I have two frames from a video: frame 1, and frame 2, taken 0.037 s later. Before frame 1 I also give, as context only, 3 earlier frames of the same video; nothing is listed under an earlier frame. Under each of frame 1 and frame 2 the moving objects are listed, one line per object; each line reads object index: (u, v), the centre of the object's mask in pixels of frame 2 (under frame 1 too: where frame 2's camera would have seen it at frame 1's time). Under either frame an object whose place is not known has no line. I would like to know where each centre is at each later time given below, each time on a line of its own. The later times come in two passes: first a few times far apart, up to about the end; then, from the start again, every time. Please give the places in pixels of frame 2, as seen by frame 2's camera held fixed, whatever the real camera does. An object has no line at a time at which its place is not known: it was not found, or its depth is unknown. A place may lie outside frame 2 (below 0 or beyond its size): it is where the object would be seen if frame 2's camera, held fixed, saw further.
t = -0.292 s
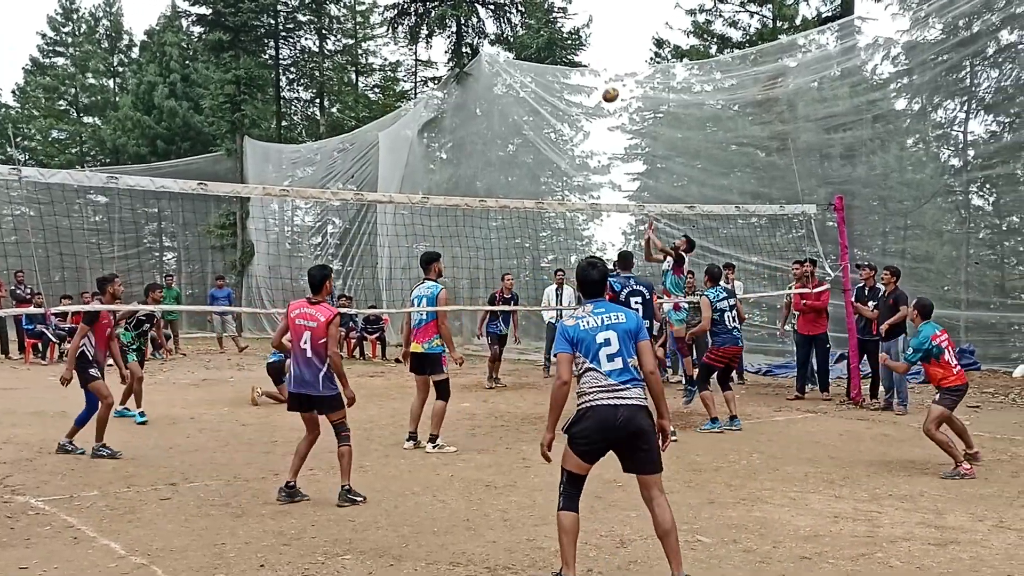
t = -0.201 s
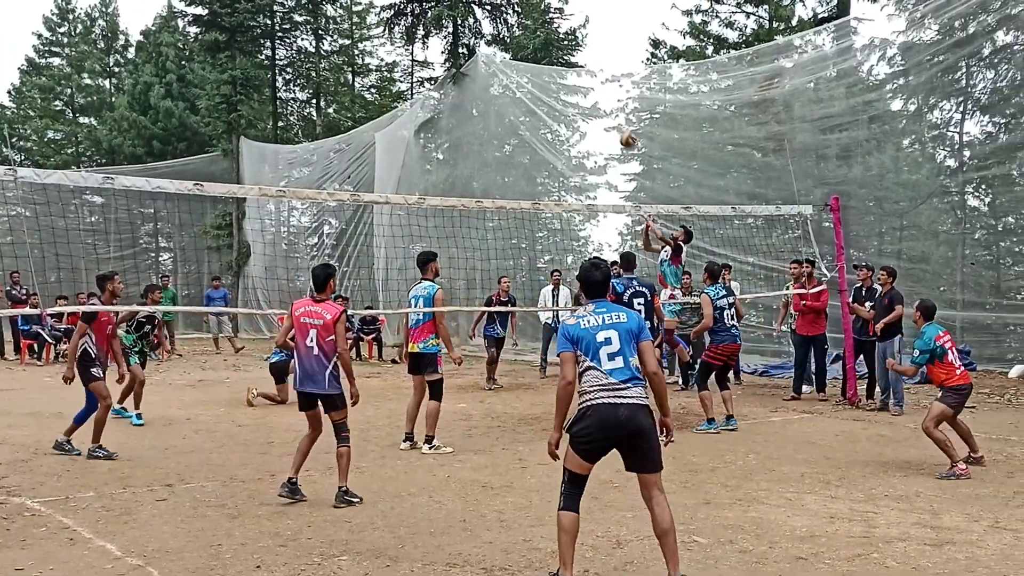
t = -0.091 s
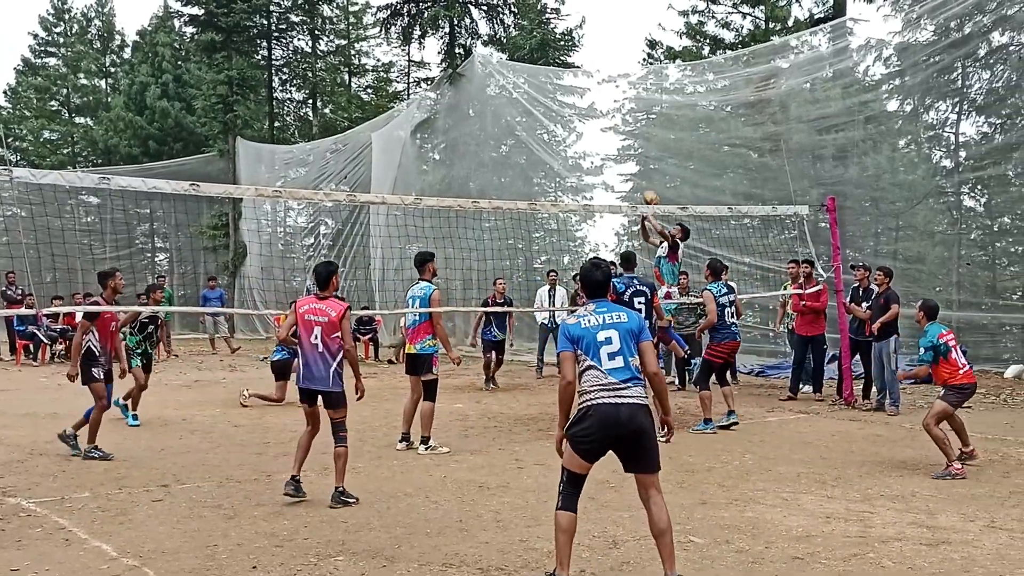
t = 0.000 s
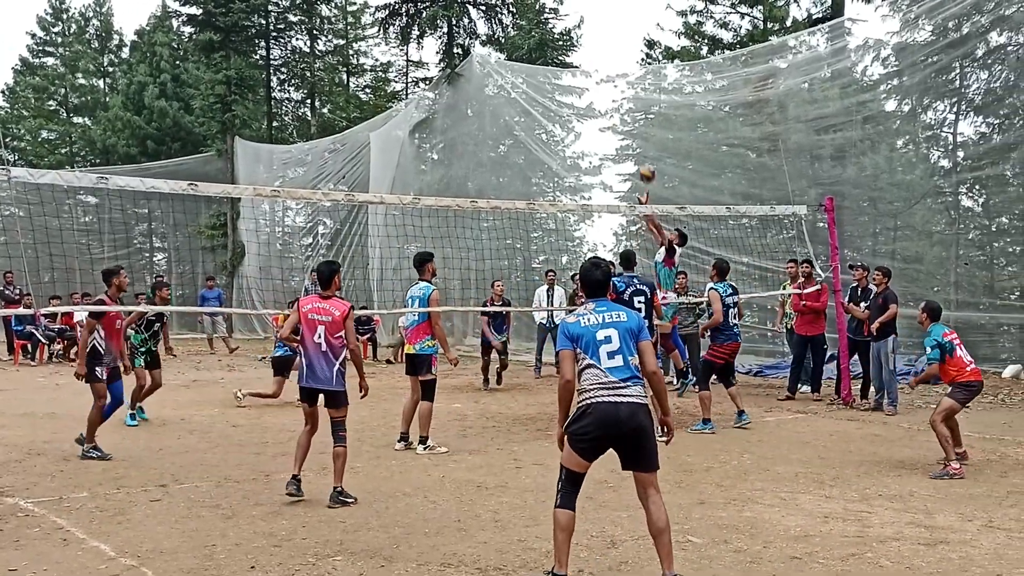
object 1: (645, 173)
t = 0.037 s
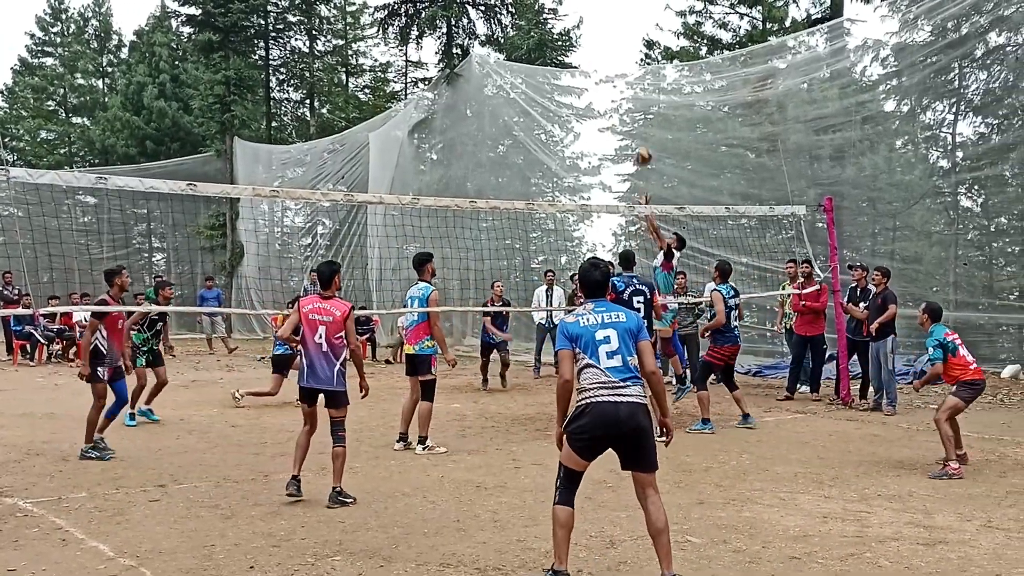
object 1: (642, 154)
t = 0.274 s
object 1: (622, 68)
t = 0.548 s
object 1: (602, 23)
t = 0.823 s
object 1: (579, 46)
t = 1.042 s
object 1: (564, 111)
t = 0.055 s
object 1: (640, 146)
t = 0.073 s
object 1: (639, 137)
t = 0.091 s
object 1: (639, 129)
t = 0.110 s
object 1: (637, 122)
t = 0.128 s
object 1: (635, 114)
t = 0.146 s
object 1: (633, 109)
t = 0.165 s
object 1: (633, 102)
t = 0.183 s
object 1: (631, 97)
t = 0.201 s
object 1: (630, 90)
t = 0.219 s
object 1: (628, 84)
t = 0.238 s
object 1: (626, 79)
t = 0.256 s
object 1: (624, 72)
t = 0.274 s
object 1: (622, 68)
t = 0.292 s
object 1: (621, 62)
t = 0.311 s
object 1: (620, 57)
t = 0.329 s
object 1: (618, 53)
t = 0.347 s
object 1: (617, 49)
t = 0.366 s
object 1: (616, 45)
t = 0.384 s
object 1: (614, 41)
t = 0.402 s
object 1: (613, 38)
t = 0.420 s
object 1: (611, 35)
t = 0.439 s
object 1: (610, 32)
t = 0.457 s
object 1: (608, 30)
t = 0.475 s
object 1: (607, 28)
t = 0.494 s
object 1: (605, 26)
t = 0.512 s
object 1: (603, 26)
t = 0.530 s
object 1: (602, 24)
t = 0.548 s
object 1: (602, 23)
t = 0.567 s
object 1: (600, 22)
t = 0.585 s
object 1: (598, 21)
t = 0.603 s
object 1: (596, 23)
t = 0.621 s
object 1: (595, 23)
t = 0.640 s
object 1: (594, 24)
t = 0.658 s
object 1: (592, 24)
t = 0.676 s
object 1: (591, 26)
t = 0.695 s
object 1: (590, 27)
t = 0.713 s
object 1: (588, 29)
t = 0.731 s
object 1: (587, 31)
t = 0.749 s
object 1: (586, 33)
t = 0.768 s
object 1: (585, 38)
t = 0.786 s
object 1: (583, 40)
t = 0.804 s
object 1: (581, 44)
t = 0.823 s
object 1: (579, 46)
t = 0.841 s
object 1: (578, 51)
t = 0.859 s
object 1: (576, 55)
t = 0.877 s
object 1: (575, 60)
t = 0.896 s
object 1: (573, 64)
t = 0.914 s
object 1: (572, 69)
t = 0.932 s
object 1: (572, 73)
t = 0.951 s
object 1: (570, 81)
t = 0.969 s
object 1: (569, 87)
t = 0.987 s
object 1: (568, 93)
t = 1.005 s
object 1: (566, 99)
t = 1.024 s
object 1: (565, 106)
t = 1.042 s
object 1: (564, 111)
